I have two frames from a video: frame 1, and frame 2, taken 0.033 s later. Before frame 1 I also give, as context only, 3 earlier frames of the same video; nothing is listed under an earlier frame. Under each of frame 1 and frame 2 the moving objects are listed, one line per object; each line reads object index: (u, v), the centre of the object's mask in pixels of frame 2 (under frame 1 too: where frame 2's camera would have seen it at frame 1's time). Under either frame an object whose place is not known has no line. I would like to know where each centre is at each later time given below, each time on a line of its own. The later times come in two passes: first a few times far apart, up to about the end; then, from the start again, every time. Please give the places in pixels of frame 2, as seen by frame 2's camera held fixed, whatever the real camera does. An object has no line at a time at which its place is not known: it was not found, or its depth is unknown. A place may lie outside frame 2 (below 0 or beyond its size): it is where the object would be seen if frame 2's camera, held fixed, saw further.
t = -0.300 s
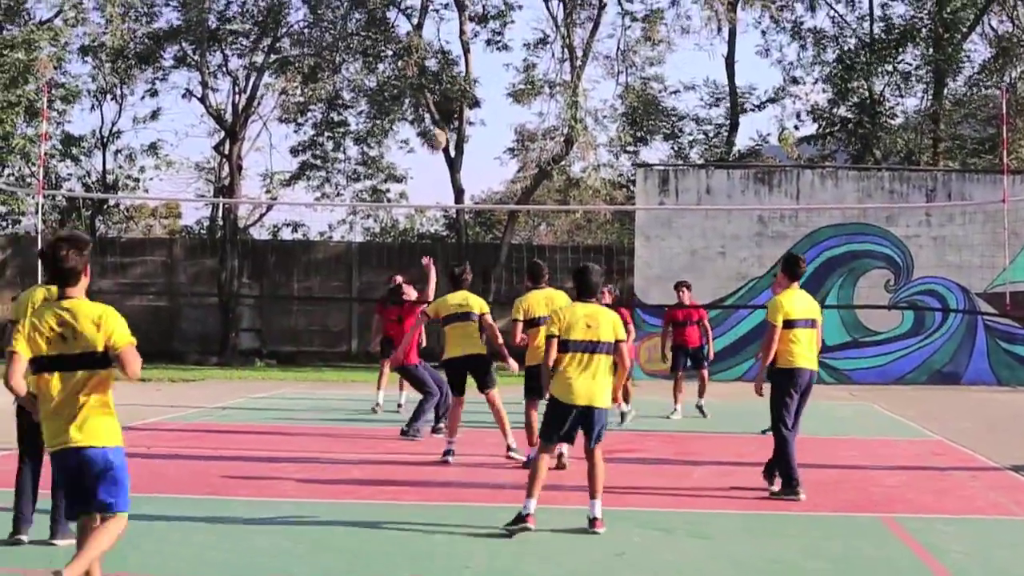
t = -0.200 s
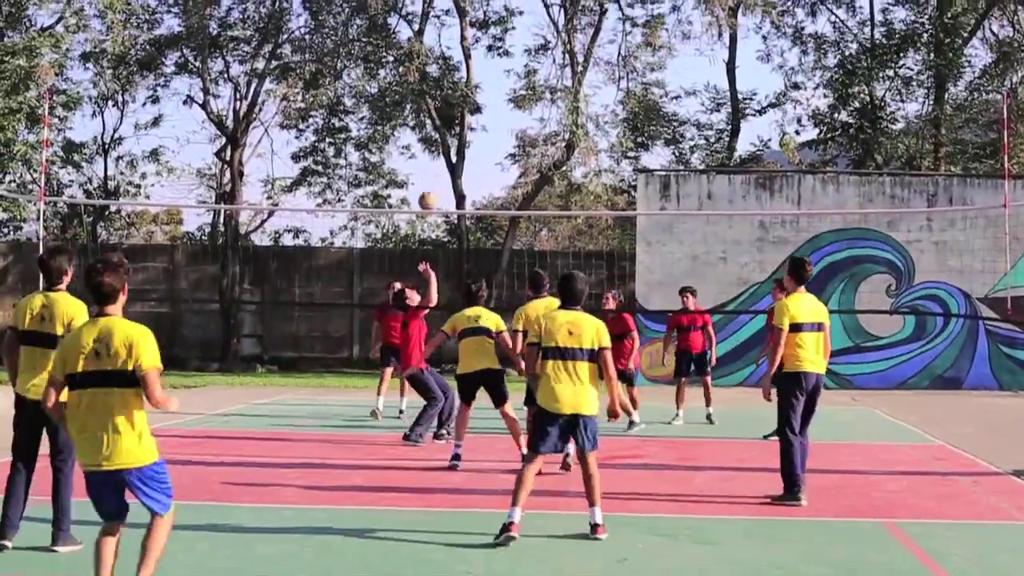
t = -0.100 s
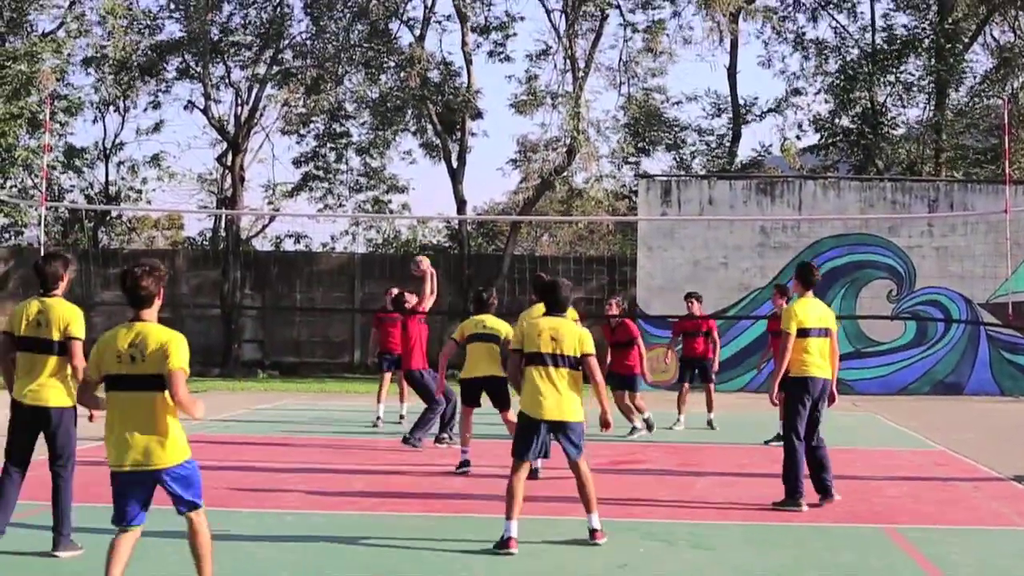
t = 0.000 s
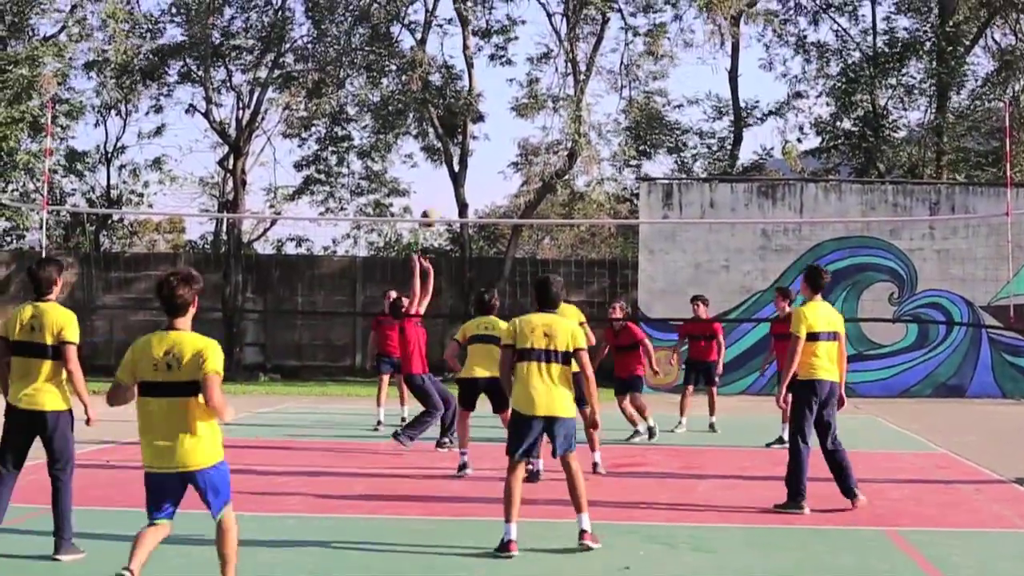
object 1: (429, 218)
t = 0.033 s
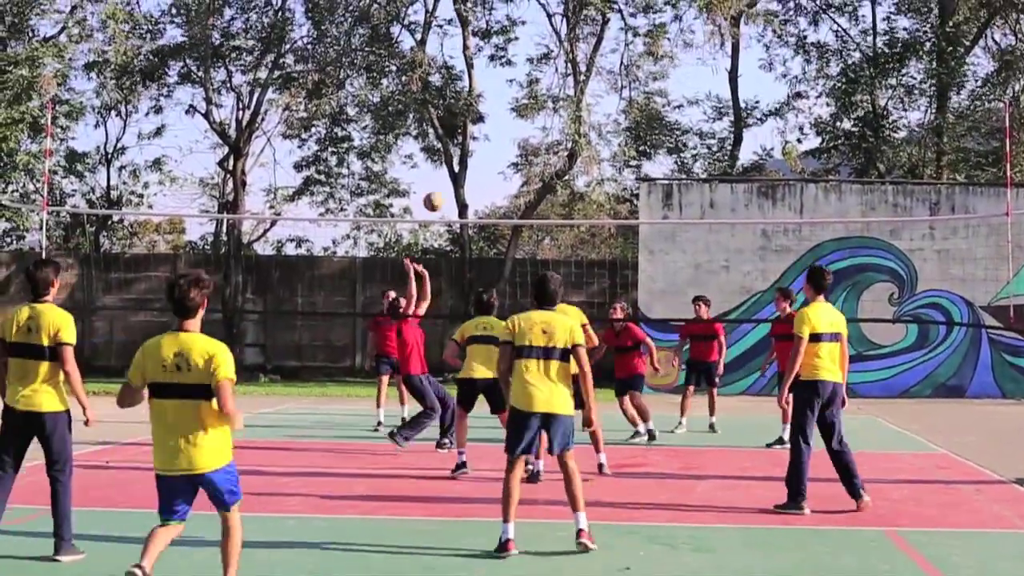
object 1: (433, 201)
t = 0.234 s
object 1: (452, 125)
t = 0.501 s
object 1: (477, 79)
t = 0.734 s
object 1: (495, 92)
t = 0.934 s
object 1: (513, 147)
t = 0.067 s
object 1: (436, 187)
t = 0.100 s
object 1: (440, 172)
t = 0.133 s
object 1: (444, 158)
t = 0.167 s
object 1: (447, 146)
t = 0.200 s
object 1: (449, 135)
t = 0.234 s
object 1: (452, 125)
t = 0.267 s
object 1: (453, 116)
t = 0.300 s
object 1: (459, 106)
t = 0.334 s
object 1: (463, 99)
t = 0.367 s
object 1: (465, 93)
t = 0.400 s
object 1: (466, 88)
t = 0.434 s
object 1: (471, 85)
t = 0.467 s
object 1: (473, 83)
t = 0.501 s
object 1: (477, 79)
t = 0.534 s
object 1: (480, 77)
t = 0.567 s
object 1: (482, 76)
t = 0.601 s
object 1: (484, 77)
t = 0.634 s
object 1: (487, 80)
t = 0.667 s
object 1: (491, 83)
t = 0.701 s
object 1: (493, 87)
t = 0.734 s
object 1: (495, 92)
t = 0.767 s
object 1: (498, 98)
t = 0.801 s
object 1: (502, 106)
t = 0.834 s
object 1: (505, 114)
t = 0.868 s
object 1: (508, 124)
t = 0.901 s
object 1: (510, 135)
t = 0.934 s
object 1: (513, 147)
